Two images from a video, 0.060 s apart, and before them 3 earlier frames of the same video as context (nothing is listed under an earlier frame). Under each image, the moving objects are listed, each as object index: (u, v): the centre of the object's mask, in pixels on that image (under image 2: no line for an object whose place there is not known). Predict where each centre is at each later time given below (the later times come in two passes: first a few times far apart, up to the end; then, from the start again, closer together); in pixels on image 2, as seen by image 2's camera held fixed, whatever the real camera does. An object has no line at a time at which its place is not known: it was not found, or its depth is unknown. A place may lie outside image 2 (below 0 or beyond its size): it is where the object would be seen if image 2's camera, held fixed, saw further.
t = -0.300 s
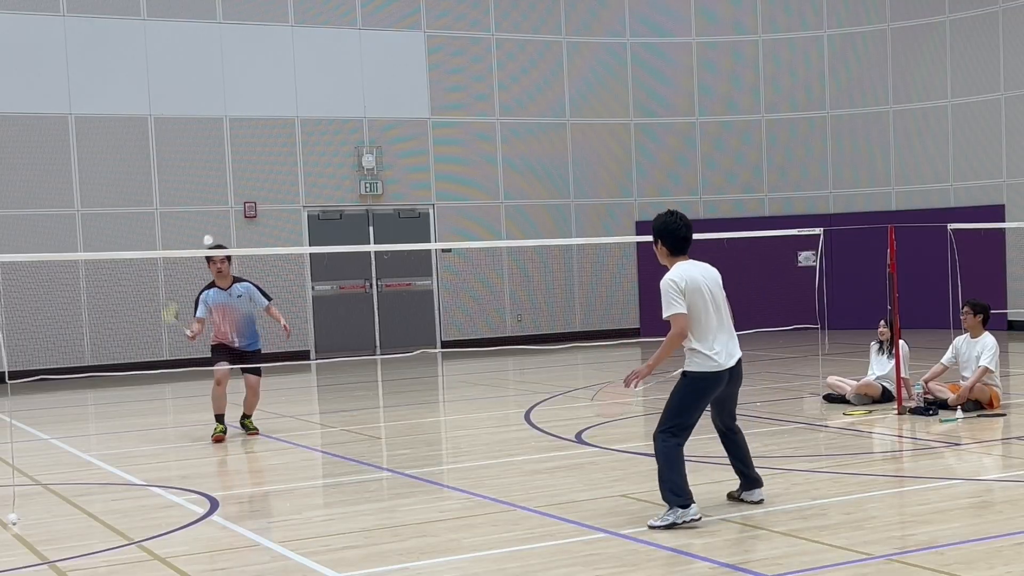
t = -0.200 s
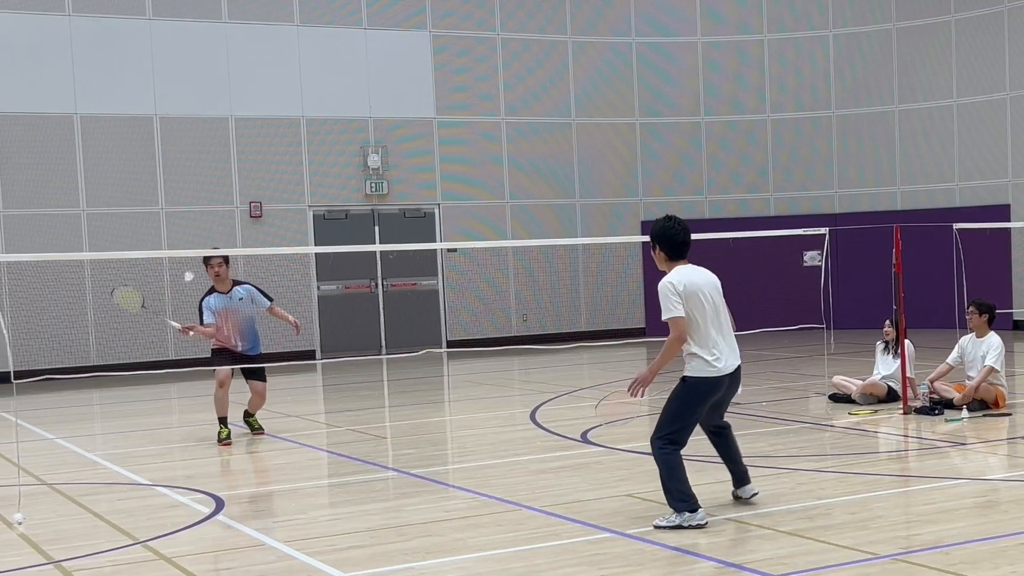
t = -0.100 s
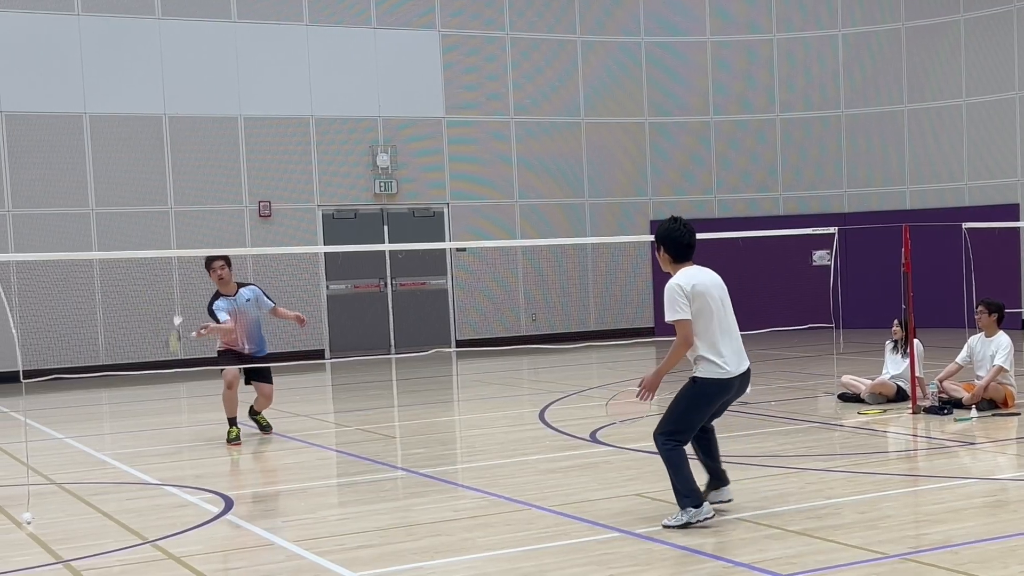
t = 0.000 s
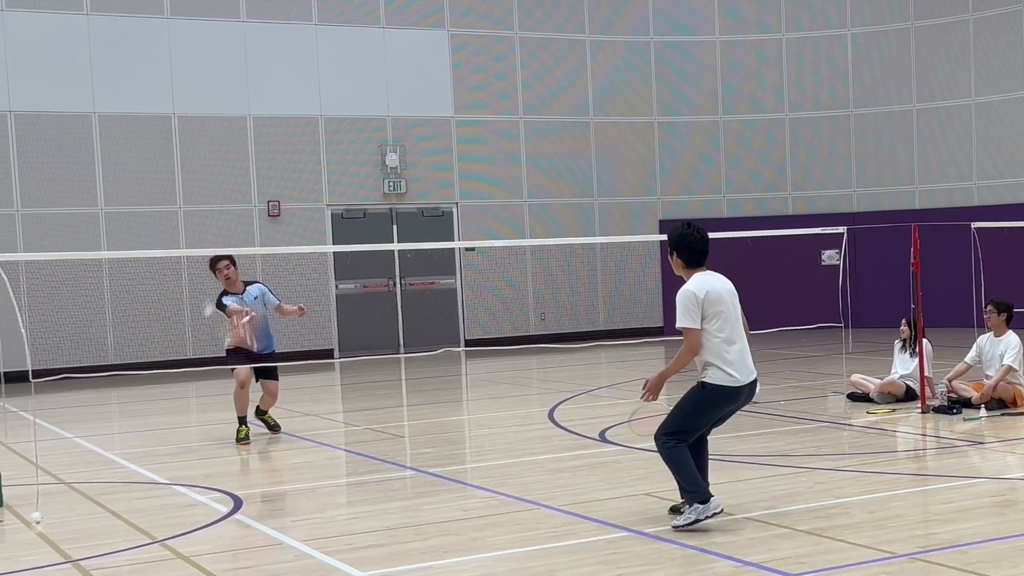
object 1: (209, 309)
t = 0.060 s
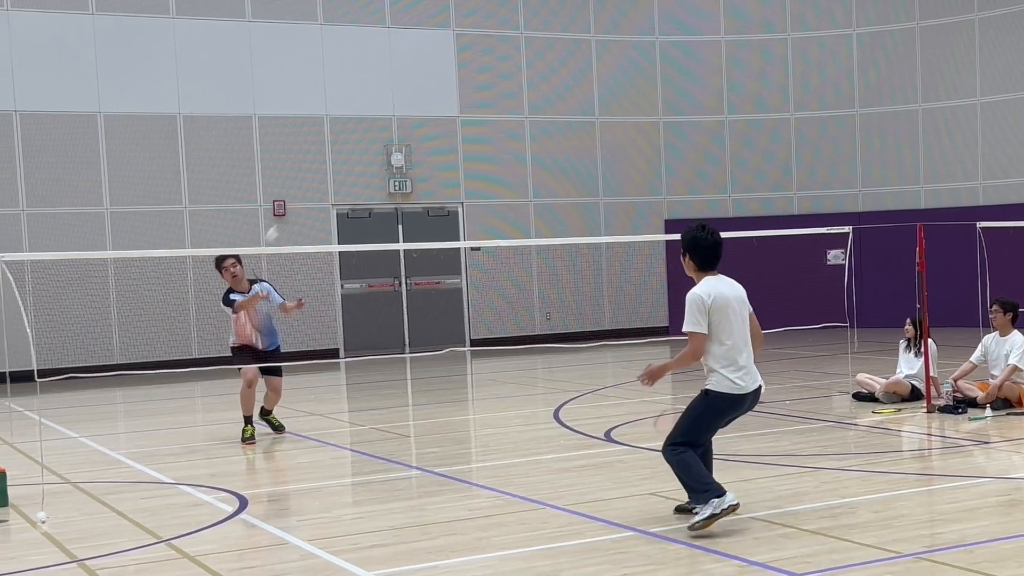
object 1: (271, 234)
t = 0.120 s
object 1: (312, 187)
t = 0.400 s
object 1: (513, 41)
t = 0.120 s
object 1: (312, 187)
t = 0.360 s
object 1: (491, 49)
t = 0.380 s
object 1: (503, 44)
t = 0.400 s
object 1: (513, 41)
